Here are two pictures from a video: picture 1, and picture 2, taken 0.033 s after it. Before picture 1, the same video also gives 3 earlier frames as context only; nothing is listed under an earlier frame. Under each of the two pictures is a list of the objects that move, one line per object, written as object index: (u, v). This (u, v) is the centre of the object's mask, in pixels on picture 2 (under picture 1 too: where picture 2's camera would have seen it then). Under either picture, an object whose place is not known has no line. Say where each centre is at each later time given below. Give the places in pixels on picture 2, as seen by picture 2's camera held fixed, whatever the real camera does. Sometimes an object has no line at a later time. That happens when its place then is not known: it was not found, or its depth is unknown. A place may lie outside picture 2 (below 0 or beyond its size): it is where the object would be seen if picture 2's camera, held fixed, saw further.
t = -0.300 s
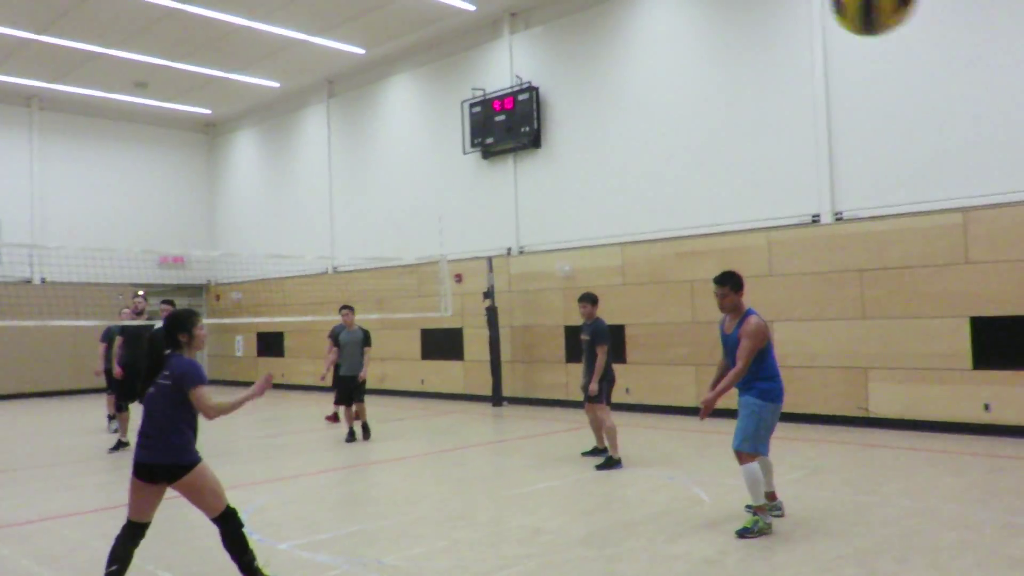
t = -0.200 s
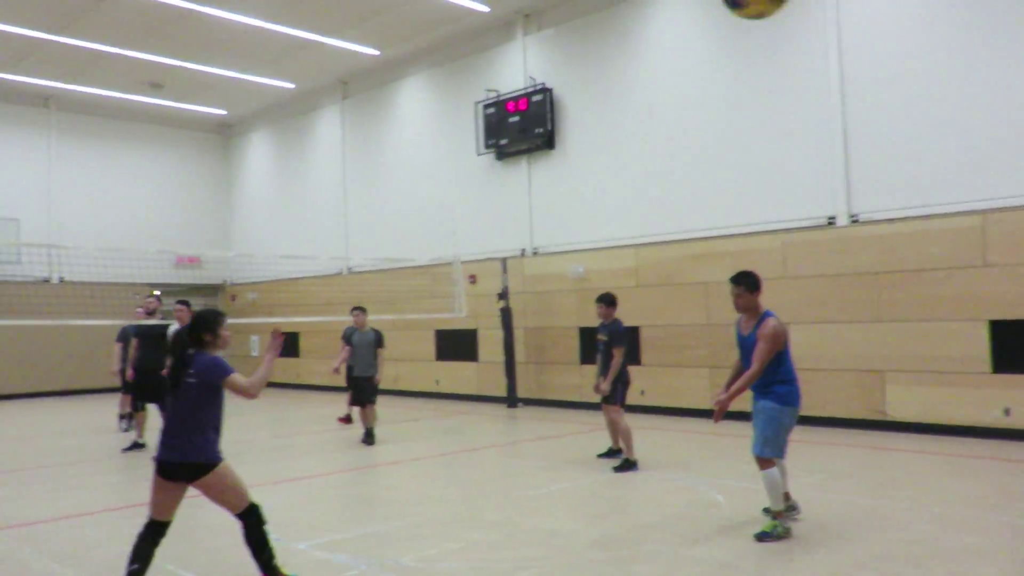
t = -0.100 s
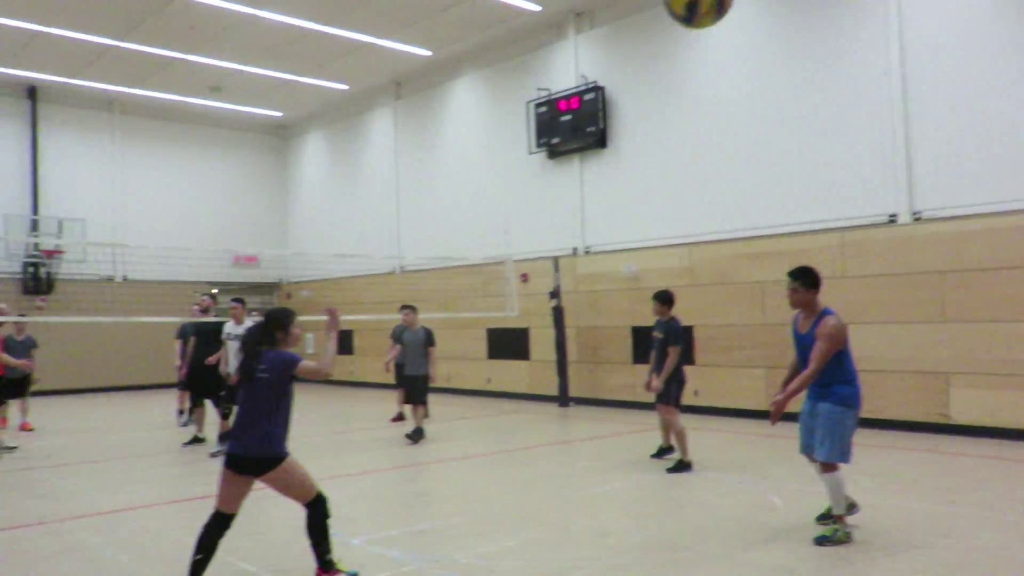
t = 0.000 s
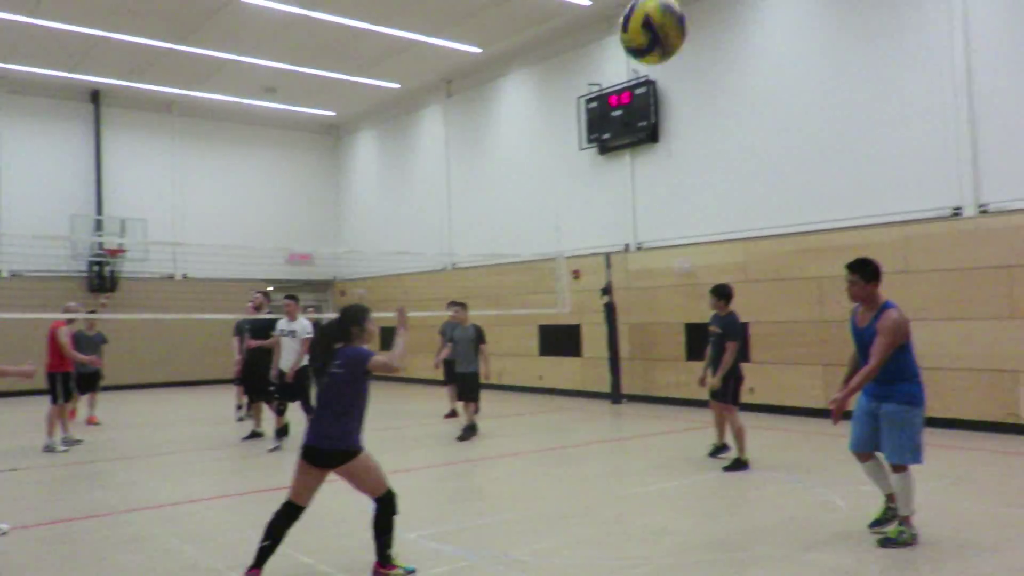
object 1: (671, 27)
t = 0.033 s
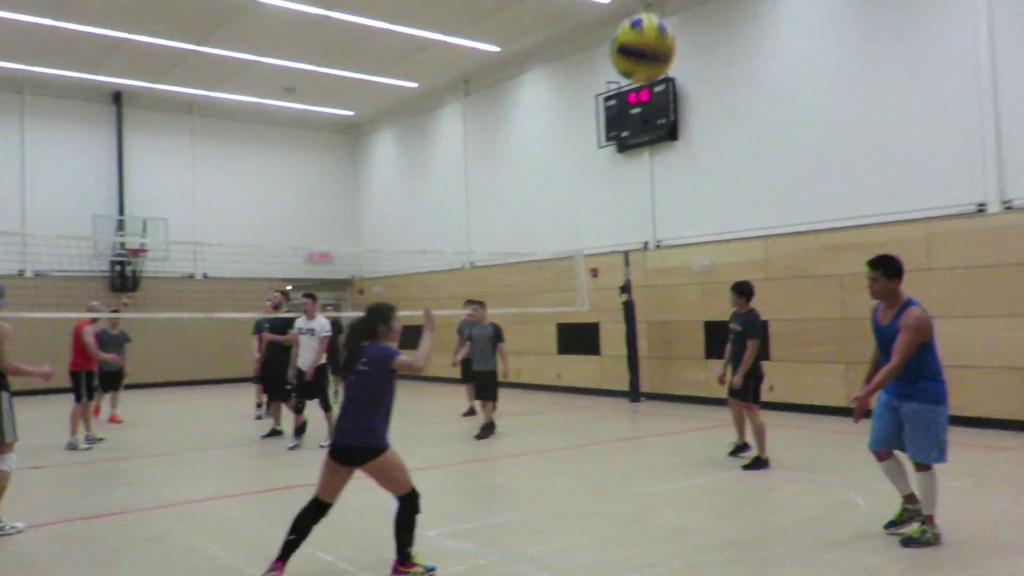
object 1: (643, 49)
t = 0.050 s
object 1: (628, 61)
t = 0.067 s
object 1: (613, 74)
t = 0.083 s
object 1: (601, 86)
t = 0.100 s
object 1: (588, 99)
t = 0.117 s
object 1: (575, 112)
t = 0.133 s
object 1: (564, 125)
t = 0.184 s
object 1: (527, 173)
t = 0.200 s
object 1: (519, 186)
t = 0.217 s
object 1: (509, 202)
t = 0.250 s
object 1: (486, 235)
